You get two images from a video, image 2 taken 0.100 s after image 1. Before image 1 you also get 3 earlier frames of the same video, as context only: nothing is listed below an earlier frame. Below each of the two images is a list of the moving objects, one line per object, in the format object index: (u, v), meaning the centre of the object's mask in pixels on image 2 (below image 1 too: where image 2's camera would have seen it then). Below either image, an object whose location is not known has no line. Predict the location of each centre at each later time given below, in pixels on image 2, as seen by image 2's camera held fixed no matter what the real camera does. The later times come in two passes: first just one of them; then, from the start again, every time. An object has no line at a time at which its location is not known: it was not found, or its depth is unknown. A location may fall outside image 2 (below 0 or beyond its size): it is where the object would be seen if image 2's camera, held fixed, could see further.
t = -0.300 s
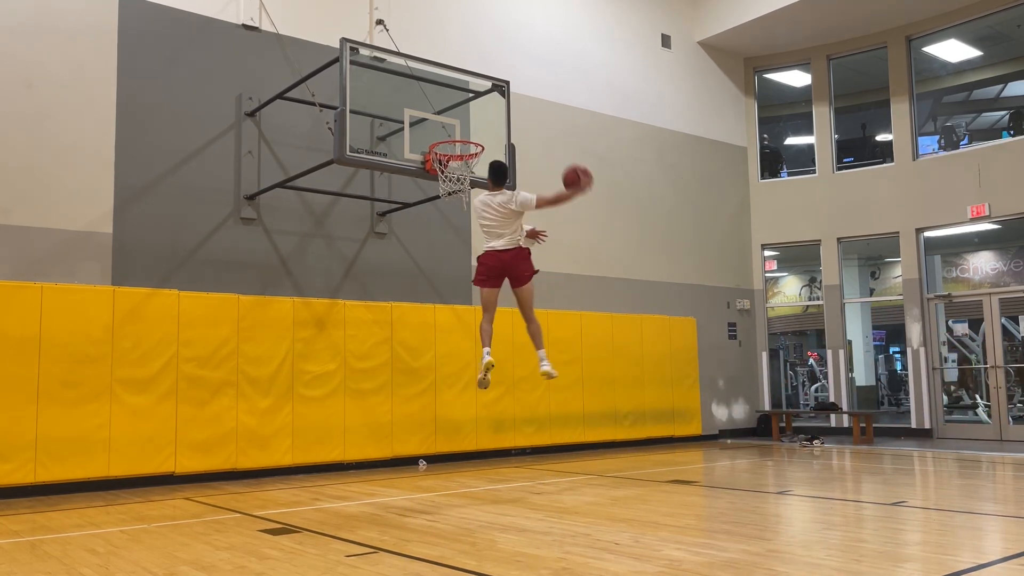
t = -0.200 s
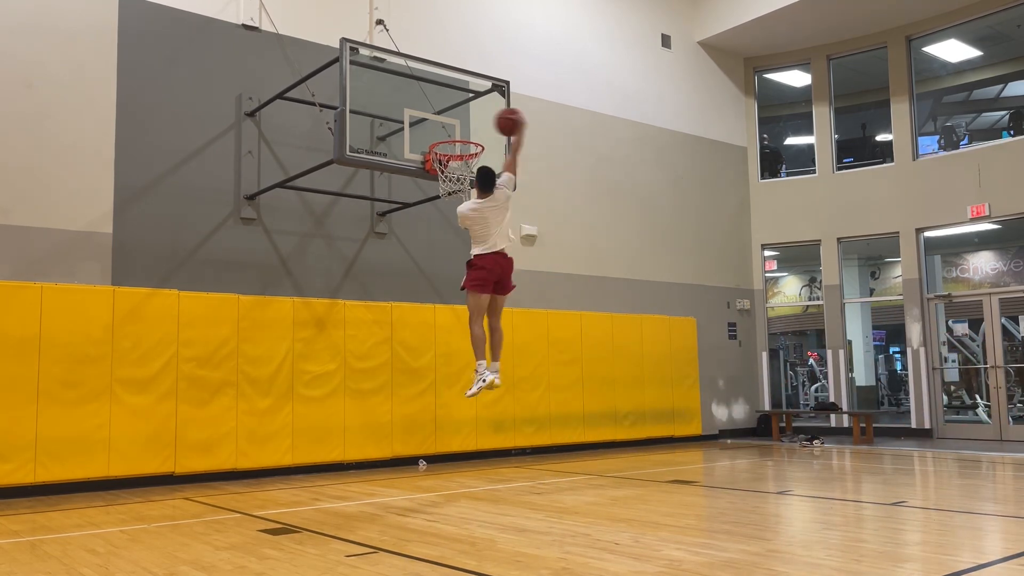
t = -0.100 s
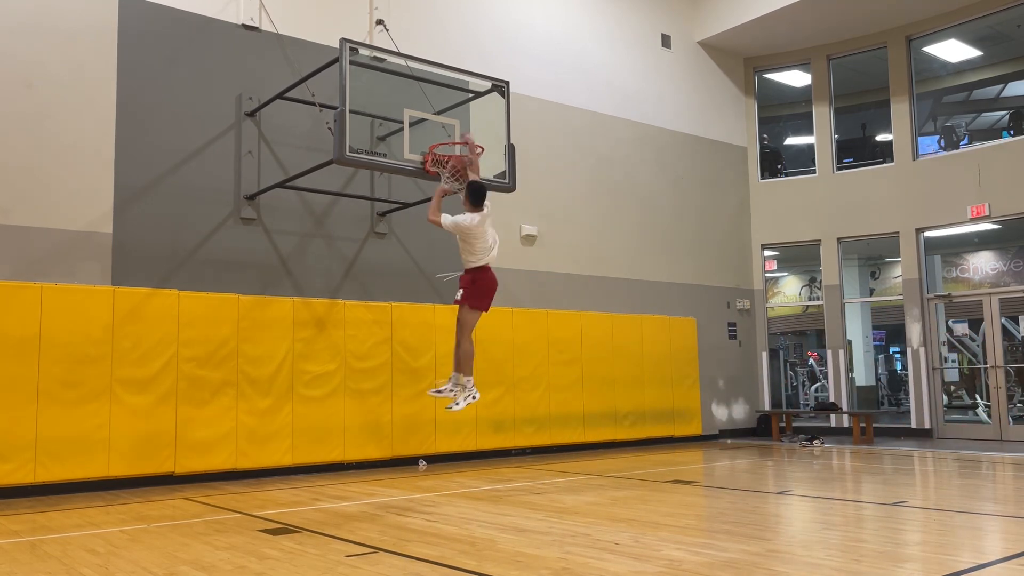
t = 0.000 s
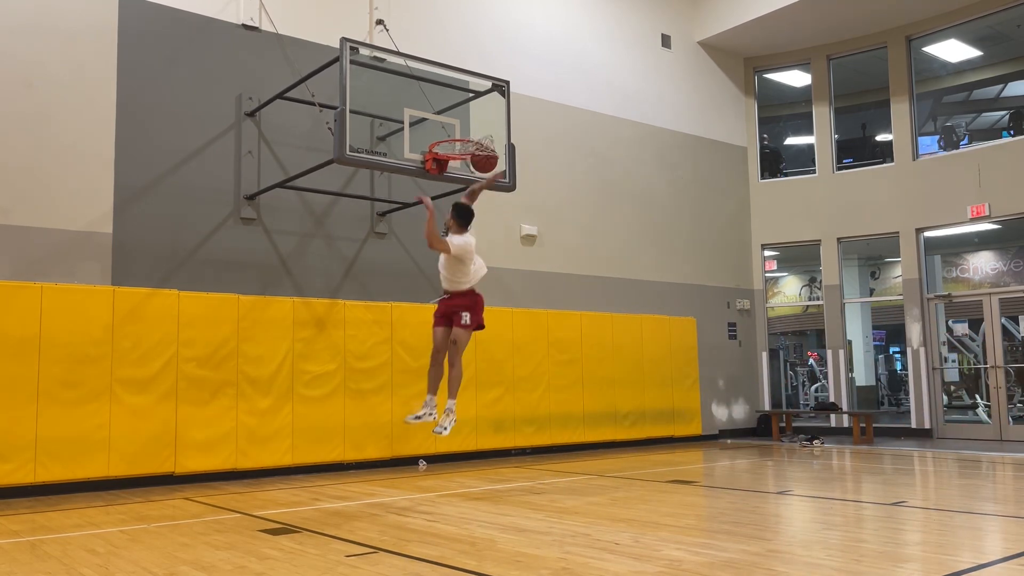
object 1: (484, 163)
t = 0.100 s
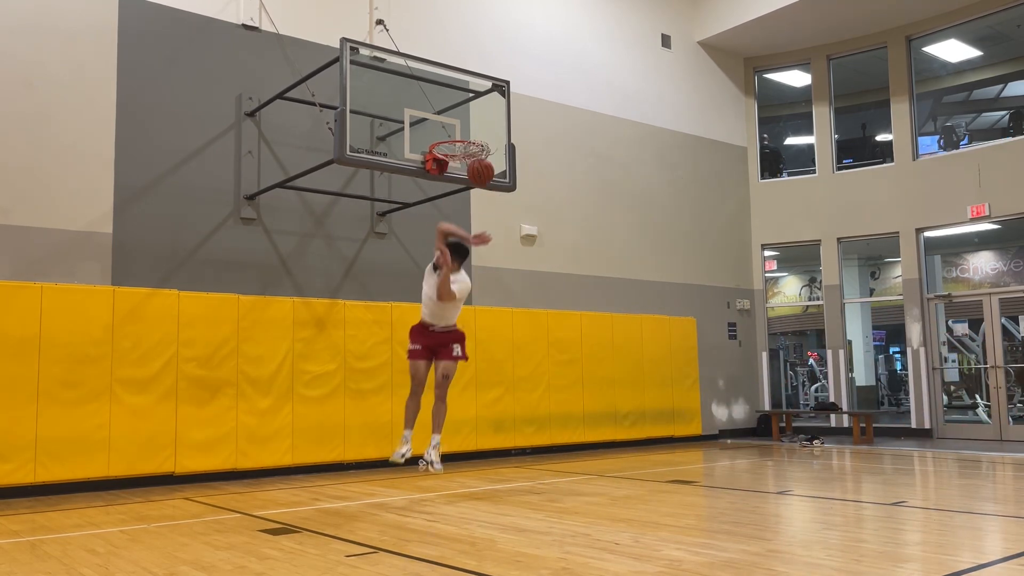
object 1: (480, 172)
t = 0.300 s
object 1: (474, 230)
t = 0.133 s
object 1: (479, 178)
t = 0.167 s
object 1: (478, 187)
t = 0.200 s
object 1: (477, 196)
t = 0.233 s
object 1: (476, 206)
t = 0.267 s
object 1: (475, 217)
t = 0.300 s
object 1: (474, 230)
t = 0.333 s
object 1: (473, 244)
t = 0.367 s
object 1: (472, 252)
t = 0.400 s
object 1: (471, 268)
